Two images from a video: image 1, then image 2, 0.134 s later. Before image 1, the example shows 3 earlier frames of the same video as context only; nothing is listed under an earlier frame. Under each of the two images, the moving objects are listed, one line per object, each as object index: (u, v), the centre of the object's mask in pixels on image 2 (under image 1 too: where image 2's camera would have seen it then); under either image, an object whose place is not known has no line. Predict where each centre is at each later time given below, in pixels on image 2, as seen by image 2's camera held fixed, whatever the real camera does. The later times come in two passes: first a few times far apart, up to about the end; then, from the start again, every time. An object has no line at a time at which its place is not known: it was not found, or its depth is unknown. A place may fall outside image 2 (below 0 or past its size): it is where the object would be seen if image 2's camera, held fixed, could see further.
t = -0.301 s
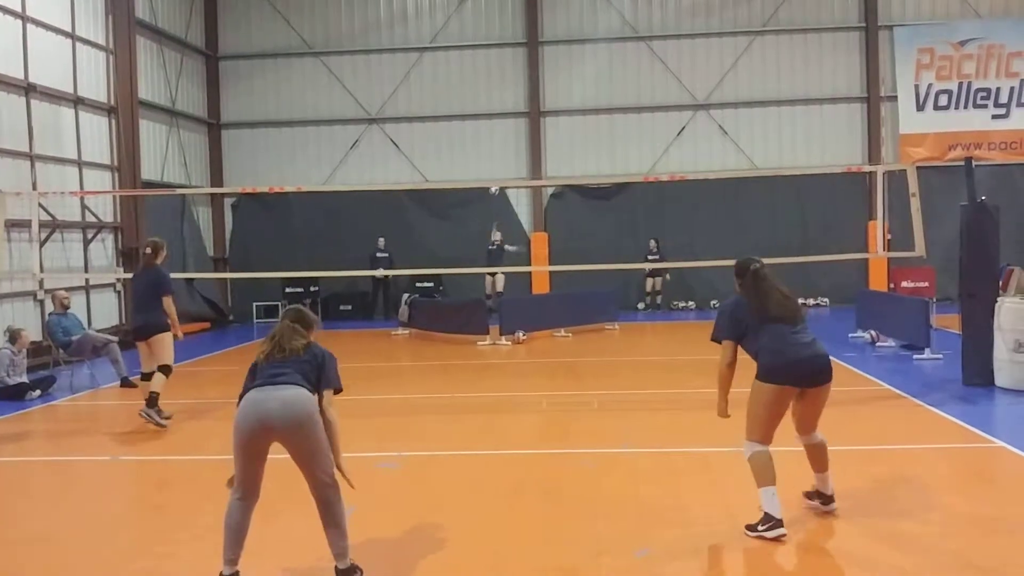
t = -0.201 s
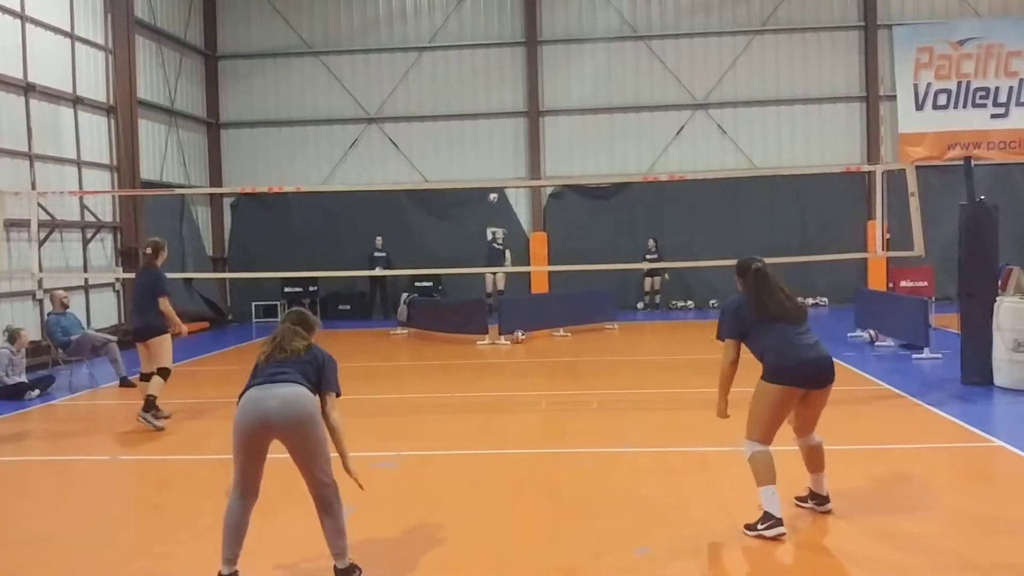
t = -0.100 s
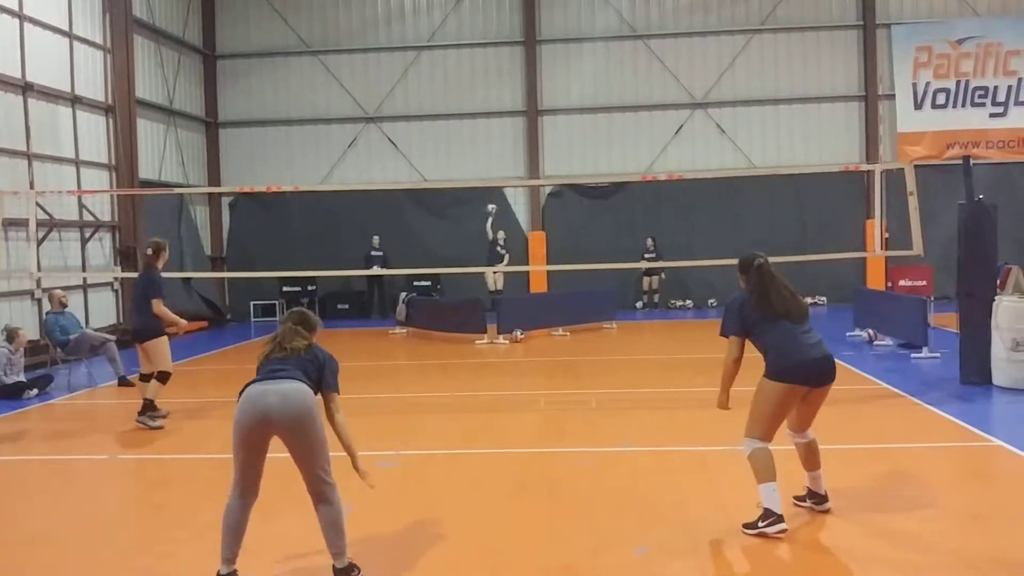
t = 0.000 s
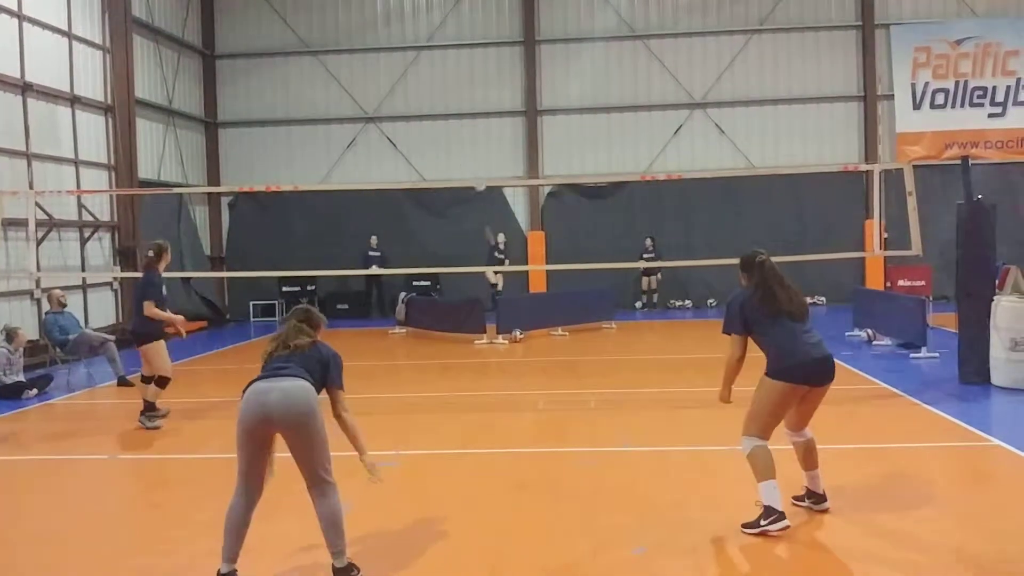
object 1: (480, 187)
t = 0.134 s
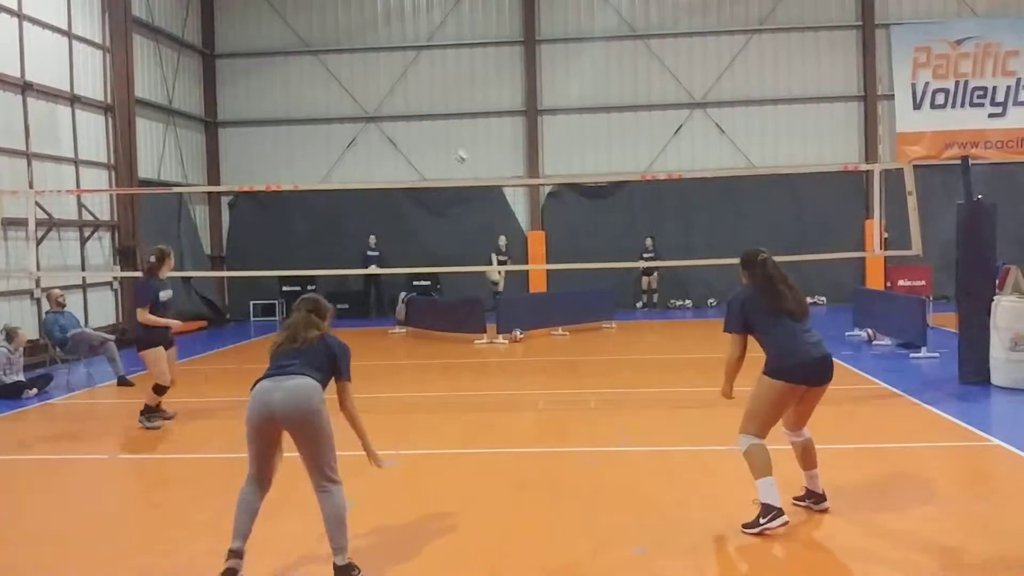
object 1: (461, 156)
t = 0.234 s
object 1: (444, 136)
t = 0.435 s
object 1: (407, 109)
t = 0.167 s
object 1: (456, 148)
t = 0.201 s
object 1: (450, 142)
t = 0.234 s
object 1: (444, 136)
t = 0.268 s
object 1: (438, 132)
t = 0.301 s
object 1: (431, 125)
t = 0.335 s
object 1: (424, 119)
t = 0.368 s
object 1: (419, 114)
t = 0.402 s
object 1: (411, 110)
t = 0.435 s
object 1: (407, 109)
